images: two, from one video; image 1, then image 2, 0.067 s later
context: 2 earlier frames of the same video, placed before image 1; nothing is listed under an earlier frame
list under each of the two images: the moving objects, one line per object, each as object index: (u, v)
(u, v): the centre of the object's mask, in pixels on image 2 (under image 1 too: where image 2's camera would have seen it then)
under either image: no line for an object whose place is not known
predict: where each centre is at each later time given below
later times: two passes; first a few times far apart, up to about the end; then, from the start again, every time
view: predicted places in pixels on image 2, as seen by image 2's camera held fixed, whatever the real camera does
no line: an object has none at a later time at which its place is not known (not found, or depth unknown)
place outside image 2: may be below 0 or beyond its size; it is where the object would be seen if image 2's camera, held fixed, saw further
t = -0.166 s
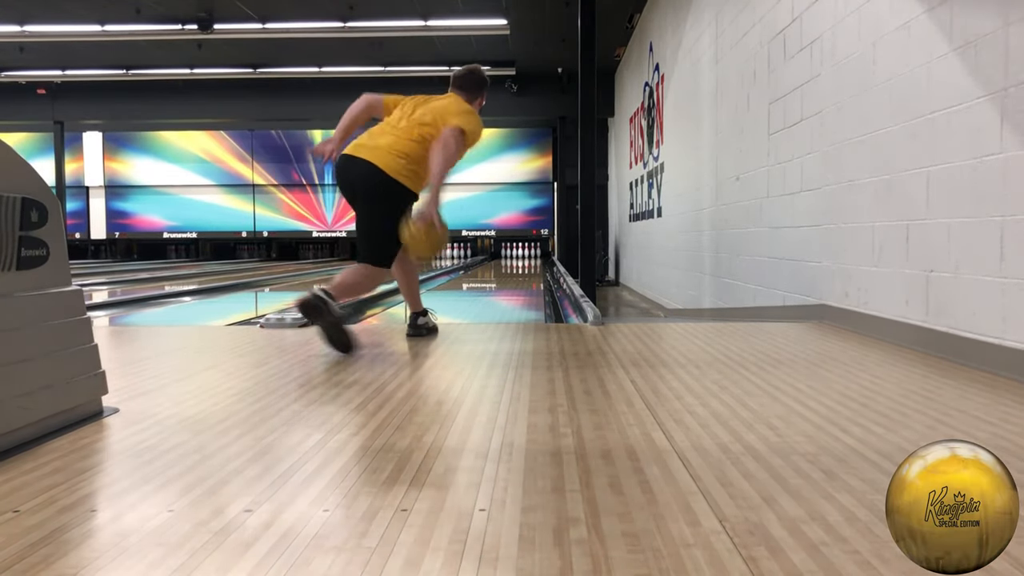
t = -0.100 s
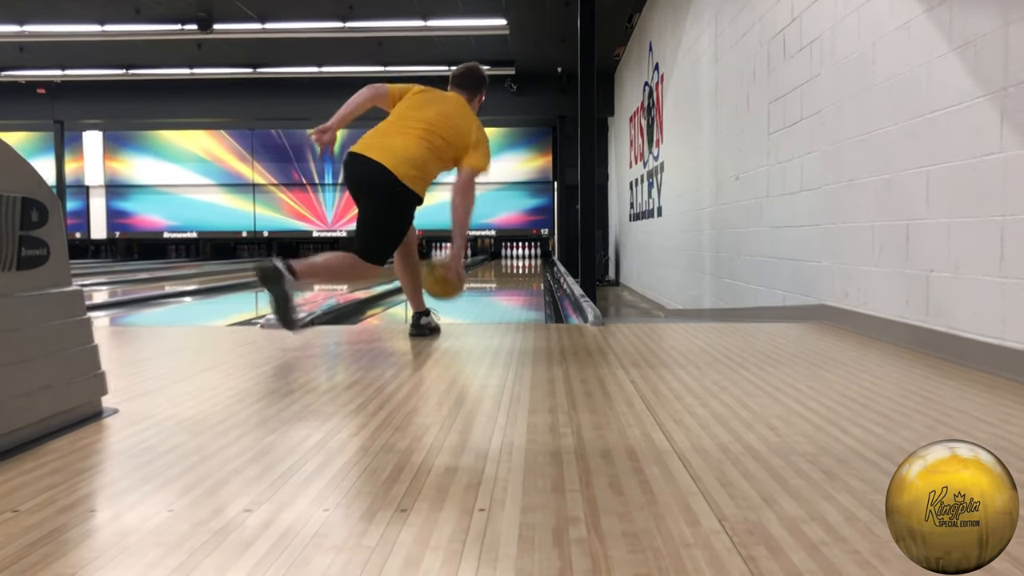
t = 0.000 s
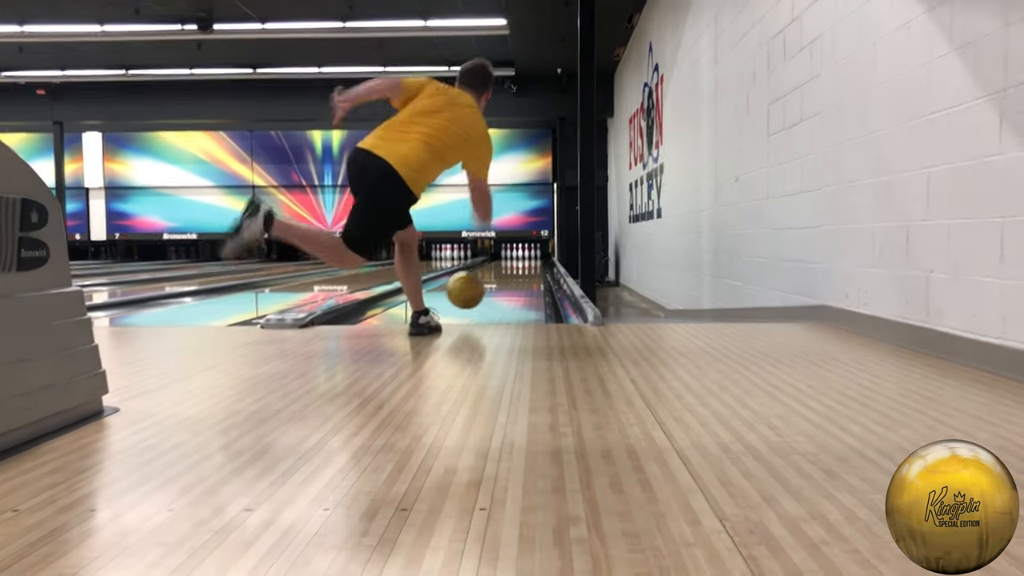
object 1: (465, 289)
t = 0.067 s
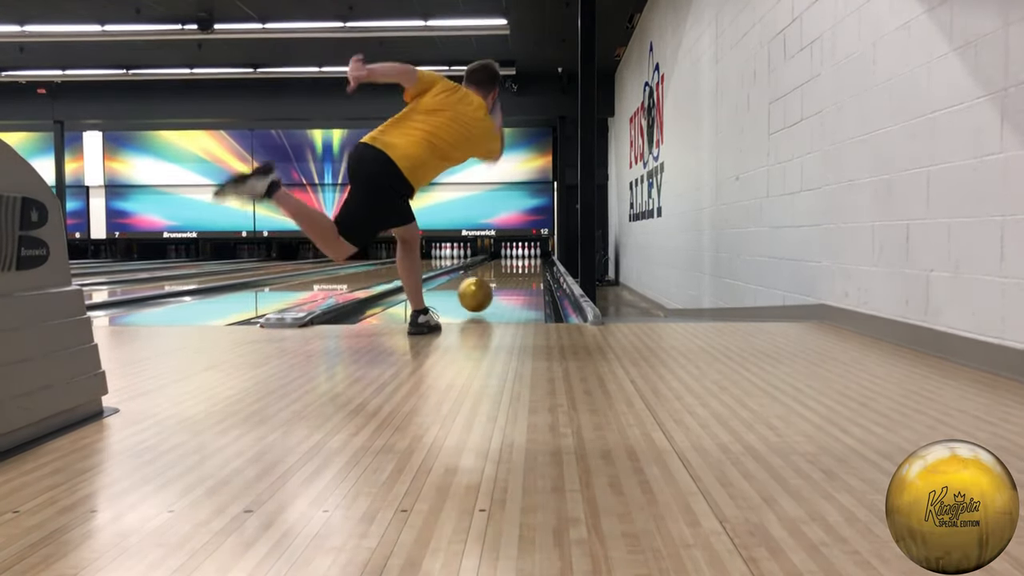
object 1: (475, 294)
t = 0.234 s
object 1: (493, 285)
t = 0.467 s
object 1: (510, 276)
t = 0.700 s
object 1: (520, 270)
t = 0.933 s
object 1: (527, 266)
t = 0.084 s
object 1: (477, 295)
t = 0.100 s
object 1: (479, 293)
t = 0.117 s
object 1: (481, 290)
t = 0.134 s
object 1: (483, 290)
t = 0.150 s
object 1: (485, 290)
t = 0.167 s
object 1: (487, 289)
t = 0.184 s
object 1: (489, 289)
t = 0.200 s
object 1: (490, 287)
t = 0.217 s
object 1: (492, 286)
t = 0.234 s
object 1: (493, 285)
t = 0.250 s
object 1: (495, 285)
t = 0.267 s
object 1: (496, 285)
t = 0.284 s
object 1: (497, 283)
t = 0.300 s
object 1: (499, 282)
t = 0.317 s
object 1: (500, 282)
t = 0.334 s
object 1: (501, 281)
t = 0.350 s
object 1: (502, 280)
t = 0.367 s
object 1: (504, 279)
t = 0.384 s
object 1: (505, 279)
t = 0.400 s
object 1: (506, 278)
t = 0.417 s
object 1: (507, 278)
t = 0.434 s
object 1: (507, 278)
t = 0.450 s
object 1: (508, 277)
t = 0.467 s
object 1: (510, 276)
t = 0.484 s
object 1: (511, 276)
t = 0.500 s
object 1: (512, 275)
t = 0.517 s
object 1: (512, 275)
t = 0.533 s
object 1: (513, 274)
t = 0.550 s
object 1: (514, 274)
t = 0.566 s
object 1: (514, 273)
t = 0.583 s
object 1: (515, 273)
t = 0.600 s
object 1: (516, 272)
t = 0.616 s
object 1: (516, 272)
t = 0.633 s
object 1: (517, 271)
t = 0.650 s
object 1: (518, 271)
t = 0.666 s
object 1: (519, 271)
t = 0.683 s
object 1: (519, 270)
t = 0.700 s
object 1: (520, 270)
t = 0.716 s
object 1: (521, 270)
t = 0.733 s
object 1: (521, 269)
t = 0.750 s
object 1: (522, 269)
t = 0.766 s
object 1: (521, 269)
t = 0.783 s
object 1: (523, 268)
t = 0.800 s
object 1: (523, 268)
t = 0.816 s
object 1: (523, 268)
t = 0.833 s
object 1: (524, 267)
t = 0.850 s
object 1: (524, 267)
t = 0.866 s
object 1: (525, 267)
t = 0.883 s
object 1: (526, 266)
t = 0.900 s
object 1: (526, 266)
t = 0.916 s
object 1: (526, 266)
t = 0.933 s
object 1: (527, 266)
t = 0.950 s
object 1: (527, 265)
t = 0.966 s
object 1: (527, 265)
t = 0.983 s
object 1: (528, 265)
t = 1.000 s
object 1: (528, 264)
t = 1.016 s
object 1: (528, 264)
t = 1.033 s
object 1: (529, 264)
